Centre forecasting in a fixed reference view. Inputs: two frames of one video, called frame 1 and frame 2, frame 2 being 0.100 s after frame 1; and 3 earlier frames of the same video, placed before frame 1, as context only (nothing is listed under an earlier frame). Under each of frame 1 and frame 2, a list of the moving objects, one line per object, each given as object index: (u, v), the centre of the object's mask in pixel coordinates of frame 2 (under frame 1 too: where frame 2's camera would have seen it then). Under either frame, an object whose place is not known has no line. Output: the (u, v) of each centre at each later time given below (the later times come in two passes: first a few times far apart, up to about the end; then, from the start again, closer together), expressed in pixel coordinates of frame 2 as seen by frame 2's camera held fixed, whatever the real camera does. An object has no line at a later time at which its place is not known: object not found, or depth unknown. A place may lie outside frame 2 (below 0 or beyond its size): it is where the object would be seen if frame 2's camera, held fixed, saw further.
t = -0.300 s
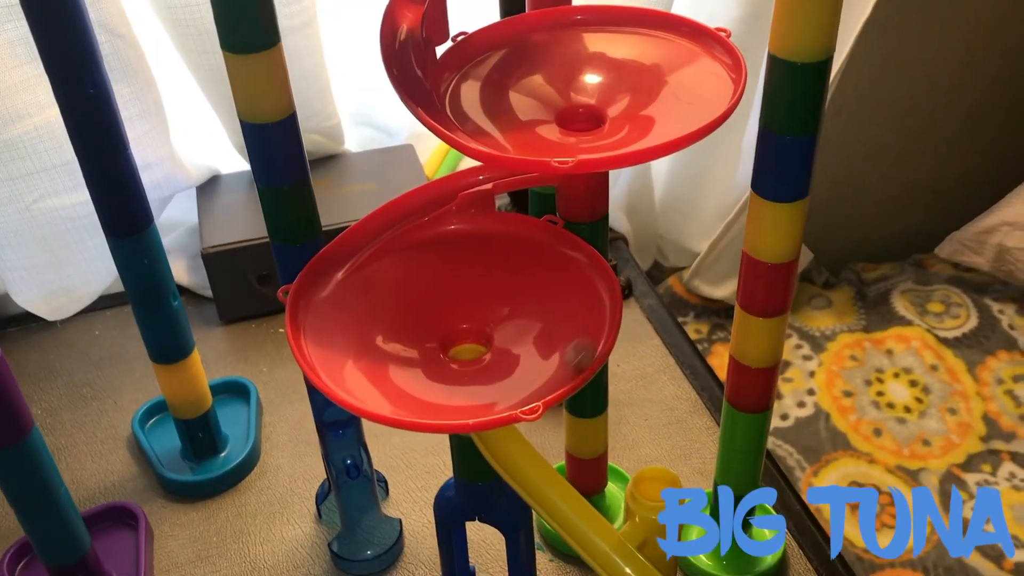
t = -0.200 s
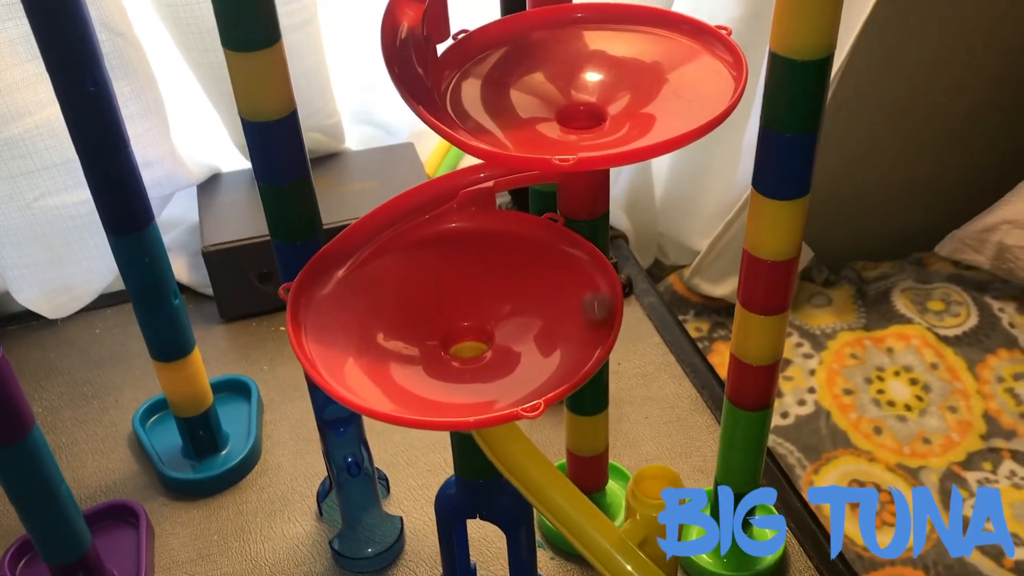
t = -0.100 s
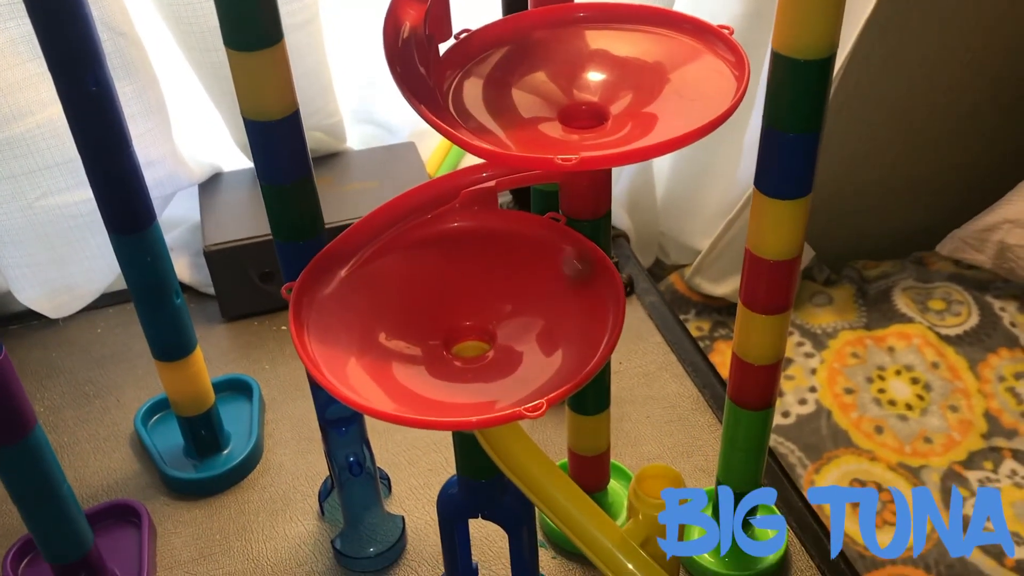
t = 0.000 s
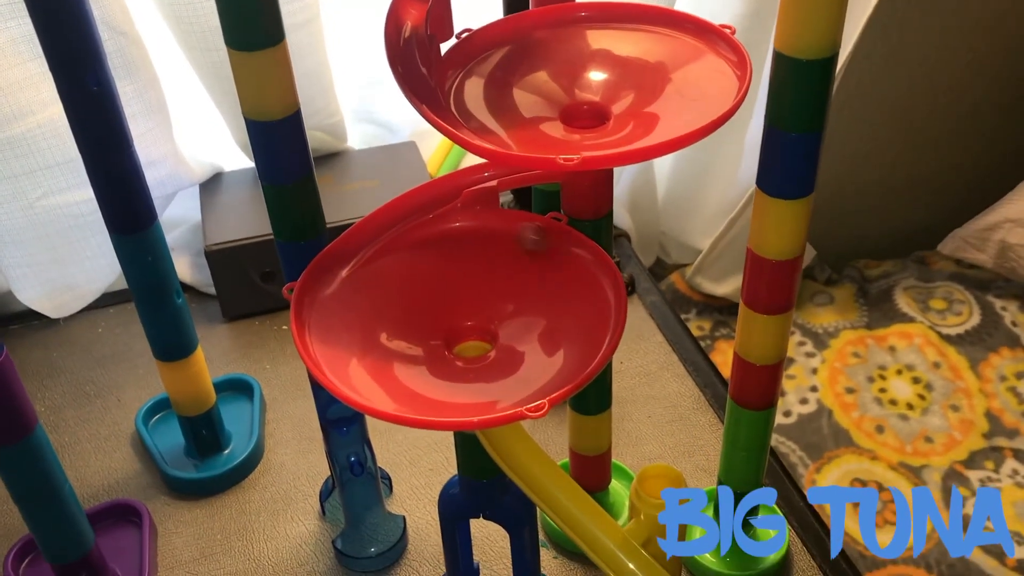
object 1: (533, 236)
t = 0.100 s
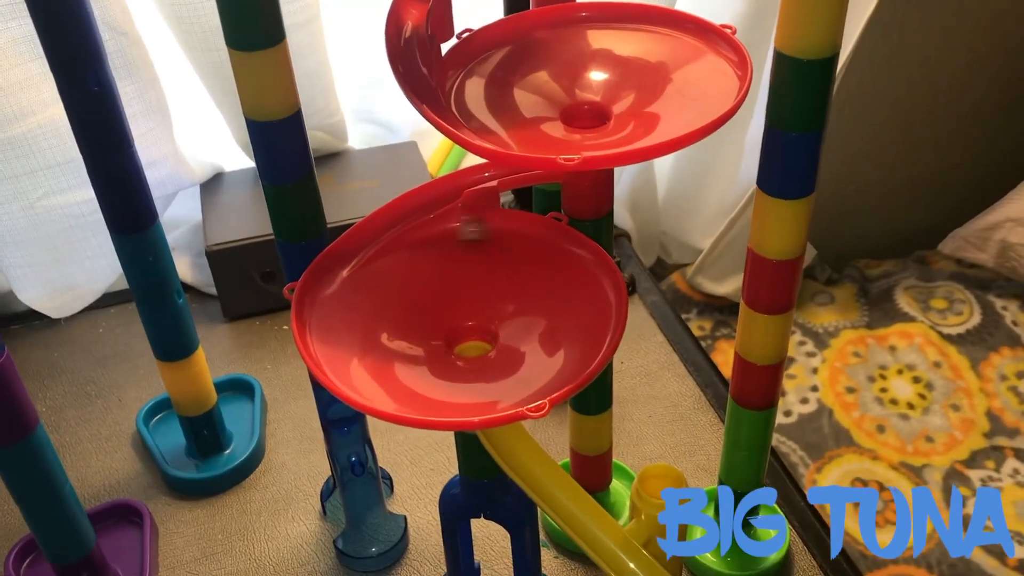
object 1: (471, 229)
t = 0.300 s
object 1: (361, 266)
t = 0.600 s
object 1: (389, 387)
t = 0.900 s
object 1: (587, 348)
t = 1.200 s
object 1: (539, 258)
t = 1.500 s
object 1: (356, 313)
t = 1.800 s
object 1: (426, 391)
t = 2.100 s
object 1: (558, 294)
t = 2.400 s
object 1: (435, 256)
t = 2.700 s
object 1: (407, 364)
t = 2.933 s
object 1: (543, 356)
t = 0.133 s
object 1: (452, 231)
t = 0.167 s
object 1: (430, 235)
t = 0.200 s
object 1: (409, 239)
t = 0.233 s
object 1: (389, 248)
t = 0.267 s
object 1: (373, 256)
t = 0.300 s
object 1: (361, 266)
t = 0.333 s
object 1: (349, 277)
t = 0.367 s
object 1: (339, 296)
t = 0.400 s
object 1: (335, 306)
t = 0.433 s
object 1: (333, 325)
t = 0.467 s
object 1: (336, 335)
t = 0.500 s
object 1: (342, 352)
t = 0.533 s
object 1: (354, 363)
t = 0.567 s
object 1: (370, 376)
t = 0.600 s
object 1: (389, 387)
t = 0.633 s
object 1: (411, 393)
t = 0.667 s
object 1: (435, 396)
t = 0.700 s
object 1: (462, 396)
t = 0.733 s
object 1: (488, 395)
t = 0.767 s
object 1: (512, 389)
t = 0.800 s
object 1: (537, 378)
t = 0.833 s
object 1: (553, 368)
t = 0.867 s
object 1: (573, 358)
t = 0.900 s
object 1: (587, 348)
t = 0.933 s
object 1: (598, 333)
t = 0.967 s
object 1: (602, 320)
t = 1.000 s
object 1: (602, 307)
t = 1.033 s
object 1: (603, 297)
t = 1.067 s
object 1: (594, 286)
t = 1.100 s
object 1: (586, 276)
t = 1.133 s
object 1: (572, 269)
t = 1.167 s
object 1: (556, 261)
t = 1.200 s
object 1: (539, 258)
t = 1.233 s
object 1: (518, 256)
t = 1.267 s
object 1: (497, 257)
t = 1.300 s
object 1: (470, 259)
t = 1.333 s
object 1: (447, 265)
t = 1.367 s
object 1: (424, 271)
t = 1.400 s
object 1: (402, 280)
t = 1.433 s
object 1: (382, 290)
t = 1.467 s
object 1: (367, 303)
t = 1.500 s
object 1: (356, 313)
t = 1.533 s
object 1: (349, 324)
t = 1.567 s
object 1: (346, 336)
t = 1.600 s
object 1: (346, 351)
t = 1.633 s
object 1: (352, 358)
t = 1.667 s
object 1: (359, 365)
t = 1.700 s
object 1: (372, 376)
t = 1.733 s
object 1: (387, 382)
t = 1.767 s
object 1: (406, 391)
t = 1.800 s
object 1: (426, 391)
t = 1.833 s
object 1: (449, 390)
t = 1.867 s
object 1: (471, 386)
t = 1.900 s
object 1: (495, 382)
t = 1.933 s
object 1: (516, 367)
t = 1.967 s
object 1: (534, 356)
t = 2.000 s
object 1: (547, 343)
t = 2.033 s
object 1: (555, 324)
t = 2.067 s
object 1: (559, 309)
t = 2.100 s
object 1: (558, 294)
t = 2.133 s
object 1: (554, 281)
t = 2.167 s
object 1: (546, 270)
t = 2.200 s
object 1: (535, 258)
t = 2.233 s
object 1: (521, 252)
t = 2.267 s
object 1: (505, 247)
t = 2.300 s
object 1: (488, 247)
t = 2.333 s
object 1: (470, 248)
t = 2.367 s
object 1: (453, 251)
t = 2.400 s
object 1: (435, 256)
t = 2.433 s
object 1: (417, 266)
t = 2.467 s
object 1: (405, 275)
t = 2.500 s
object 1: (391, 289)
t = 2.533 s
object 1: (382, 300)
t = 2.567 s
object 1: (378, 315)
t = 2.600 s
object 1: (378, 330)
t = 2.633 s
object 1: (383, 348)
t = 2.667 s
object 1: (392, 356)
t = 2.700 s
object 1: (407, 364)
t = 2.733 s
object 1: (425, 379)
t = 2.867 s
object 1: (511, 377)
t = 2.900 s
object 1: (528, 368)
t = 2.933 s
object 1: (543, 356)
